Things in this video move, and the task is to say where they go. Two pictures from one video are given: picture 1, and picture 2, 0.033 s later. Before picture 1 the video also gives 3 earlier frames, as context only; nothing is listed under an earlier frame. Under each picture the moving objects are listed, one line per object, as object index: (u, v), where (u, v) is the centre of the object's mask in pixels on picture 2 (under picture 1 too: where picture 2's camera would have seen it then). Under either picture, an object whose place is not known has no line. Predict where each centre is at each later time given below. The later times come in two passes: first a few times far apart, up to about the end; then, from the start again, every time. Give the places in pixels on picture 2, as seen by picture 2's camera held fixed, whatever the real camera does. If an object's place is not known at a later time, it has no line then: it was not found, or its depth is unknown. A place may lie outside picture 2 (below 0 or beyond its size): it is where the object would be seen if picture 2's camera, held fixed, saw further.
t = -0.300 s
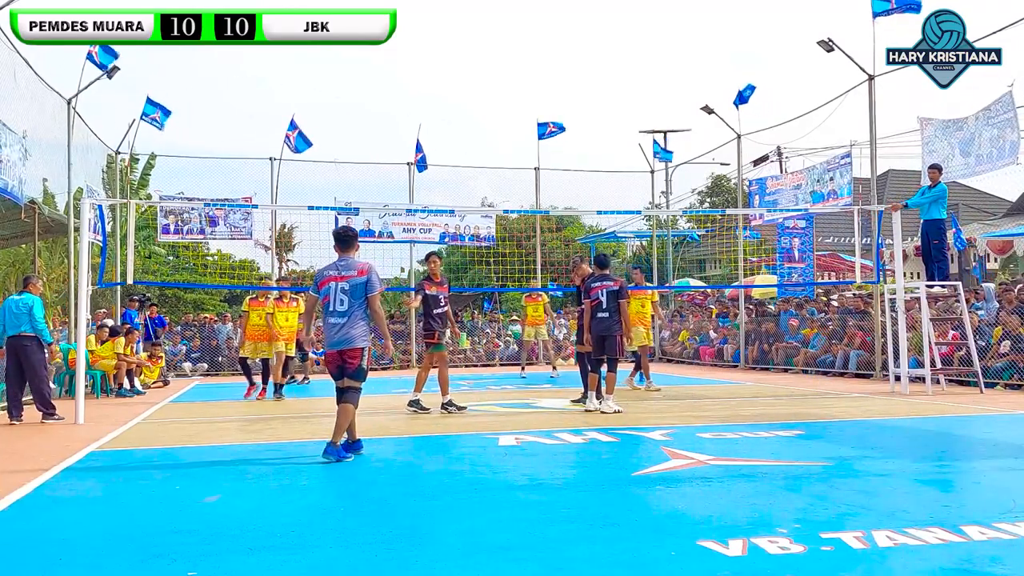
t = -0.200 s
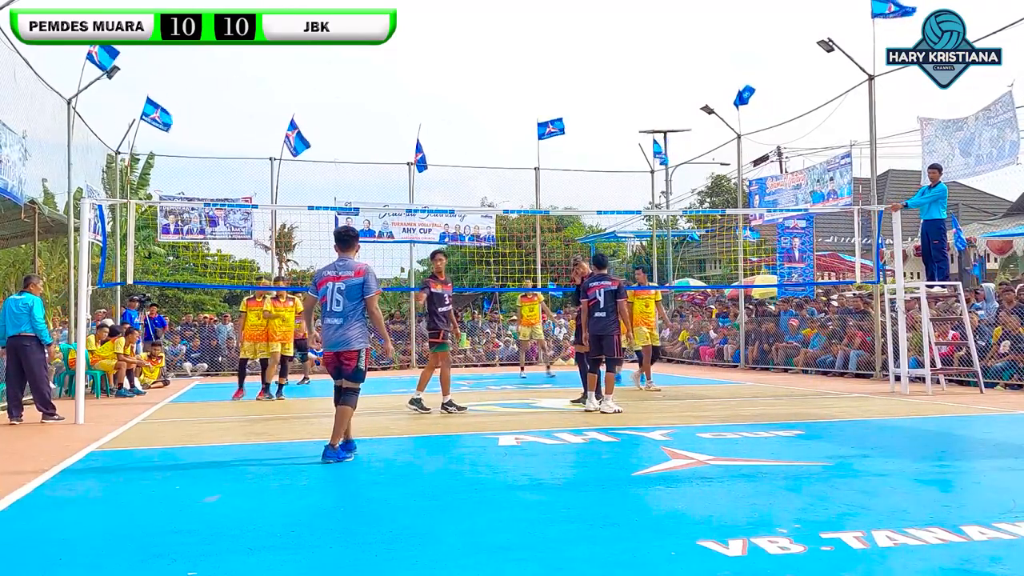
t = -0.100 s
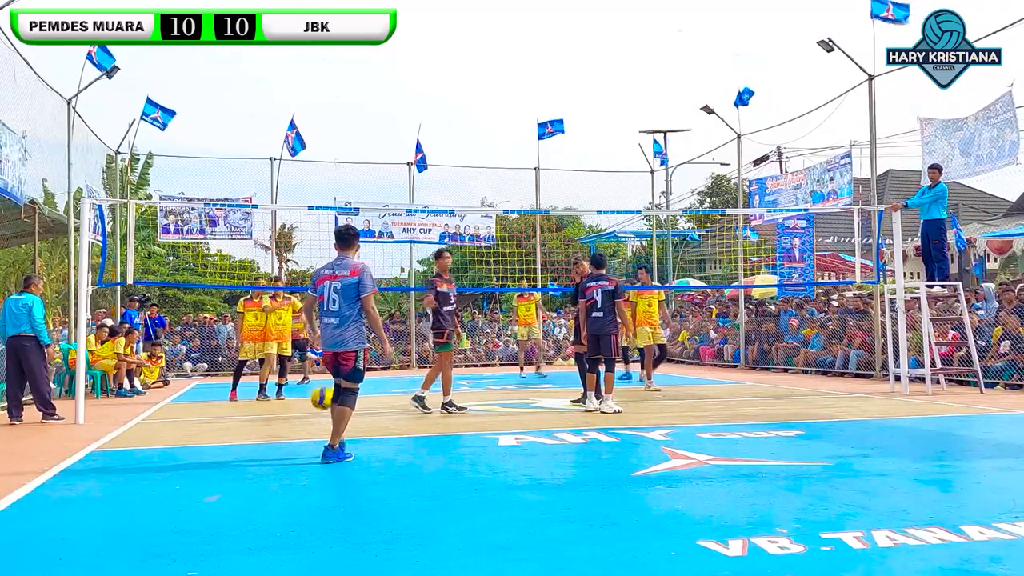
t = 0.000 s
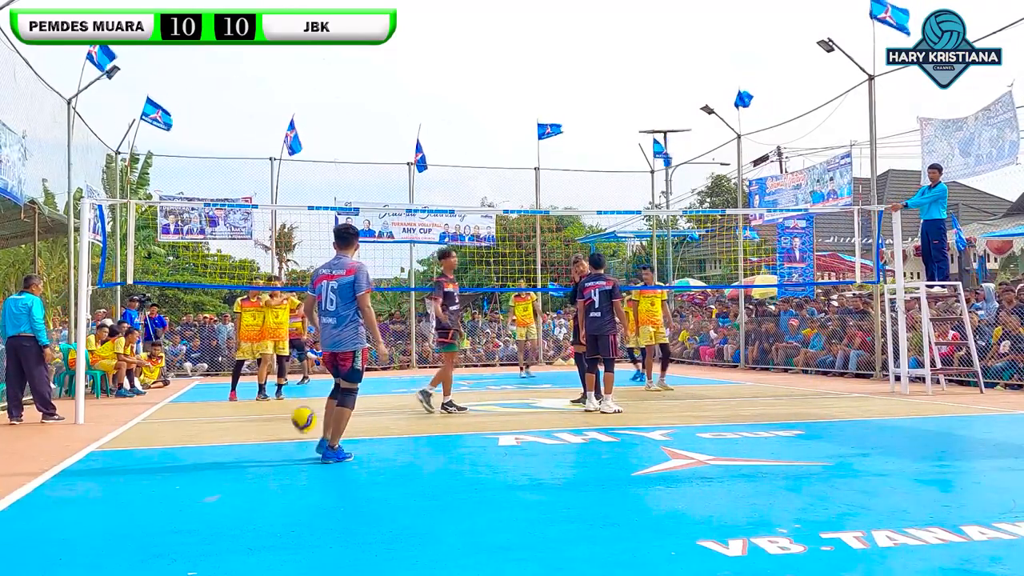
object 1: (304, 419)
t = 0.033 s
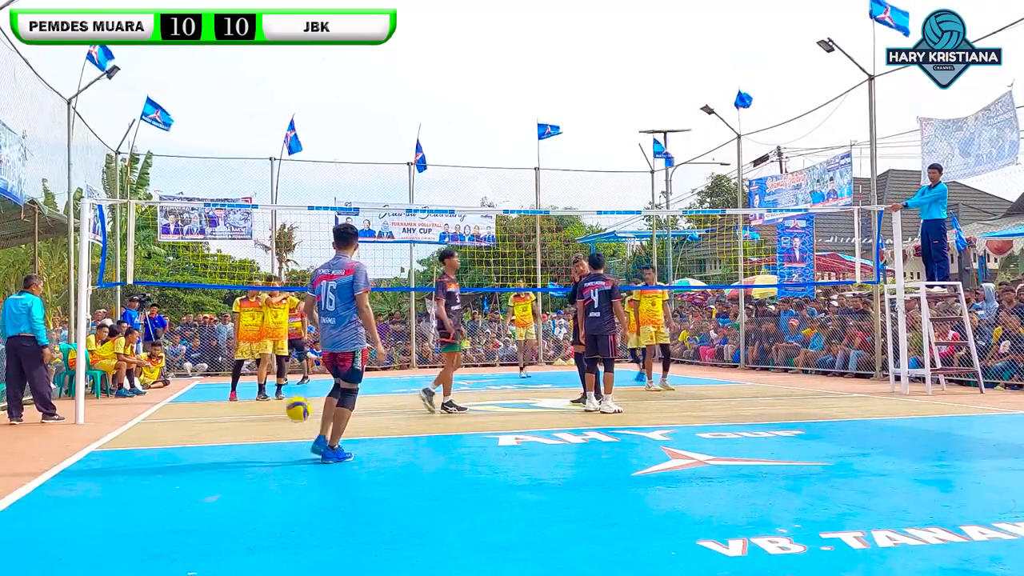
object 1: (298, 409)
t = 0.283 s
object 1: (255, 370)
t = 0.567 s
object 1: (197, 417)
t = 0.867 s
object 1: (110, 409)
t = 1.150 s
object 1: (12, 459)
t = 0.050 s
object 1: (295, 405)
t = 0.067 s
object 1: (293, 399)
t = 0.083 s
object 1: (290, 395)
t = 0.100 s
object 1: (288, 392)
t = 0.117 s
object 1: (285, 389)
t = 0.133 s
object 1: (281, 385)
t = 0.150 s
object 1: (279, 383)
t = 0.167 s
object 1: (276, 379)
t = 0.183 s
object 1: (274, 377)
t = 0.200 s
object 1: (269, 375)
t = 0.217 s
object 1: (268, 374)
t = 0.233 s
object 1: (265, 372)
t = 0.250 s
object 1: (262, 371)
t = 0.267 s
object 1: (258, 370)
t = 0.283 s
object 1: (255, 370)
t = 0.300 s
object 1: (252, 369)
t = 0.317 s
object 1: (249, 370)
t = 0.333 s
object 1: (246, 370)
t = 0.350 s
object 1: (243, 371)
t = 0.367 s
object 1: (239, 372)
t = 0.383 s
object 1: (236, 373)
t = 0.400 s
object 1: (233, 375)
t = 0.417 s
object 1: (229, 378)
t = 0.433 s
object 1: (225, 381)
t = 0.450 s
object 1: (222, 384)
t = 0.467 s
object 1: (219, 387)
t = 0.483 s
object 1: (215, 391)
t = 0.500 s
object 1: (211, 396)
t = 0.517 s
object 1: (208, 399)
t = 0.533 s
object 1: (204, 405)
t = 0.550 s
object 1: (201, 411)
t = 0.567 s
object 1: (197, 417)
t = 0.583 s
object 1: (193, 424)
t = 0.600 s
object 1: (189, 431)
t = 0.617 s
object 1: (183, 442)
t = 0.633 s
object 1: (177, 453)
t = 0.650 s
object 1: (173, 454)
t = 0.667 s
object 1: (168, 448)
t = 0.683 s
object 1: (164, 442)
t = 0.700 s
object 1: (159, 437)
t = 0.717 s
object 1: (154, 433)
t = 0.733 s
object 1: (150, 429)
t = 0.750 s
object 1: (145, 426)
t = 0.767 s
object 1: (140, 422)
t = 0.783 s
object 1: (135, 419)
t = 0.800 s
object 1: (130, 416)
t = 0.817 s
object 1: (125, 413)
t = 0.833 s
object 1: (120, 411)
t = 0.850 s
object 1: (115, 410)
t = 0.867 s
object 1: (110, 409)
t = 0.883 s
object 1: (104, 408)
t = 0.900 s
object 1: (99, 407)
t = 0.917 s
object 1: (93, 407)
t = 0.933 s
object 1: (88, 408)
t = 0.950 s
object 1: (82, 409)
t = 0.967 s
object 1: (77, 410)
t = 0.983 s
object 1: (70, 412)
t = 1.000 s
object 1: (64, 415)
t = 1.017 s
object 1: (59, 417)
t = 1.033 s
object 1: (53, 421)
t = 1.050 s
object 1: (47, 424)
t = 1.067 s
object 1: (40, 429)
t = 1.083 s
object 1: (33, 434)
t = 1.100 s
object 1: (27, 440)
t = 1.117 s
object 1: (20, 446)
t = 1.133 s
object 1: (16, 452)
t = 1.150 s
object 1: (12, 459)
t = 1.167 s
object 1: (9, 467)
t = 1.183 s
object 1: (6, 475)
